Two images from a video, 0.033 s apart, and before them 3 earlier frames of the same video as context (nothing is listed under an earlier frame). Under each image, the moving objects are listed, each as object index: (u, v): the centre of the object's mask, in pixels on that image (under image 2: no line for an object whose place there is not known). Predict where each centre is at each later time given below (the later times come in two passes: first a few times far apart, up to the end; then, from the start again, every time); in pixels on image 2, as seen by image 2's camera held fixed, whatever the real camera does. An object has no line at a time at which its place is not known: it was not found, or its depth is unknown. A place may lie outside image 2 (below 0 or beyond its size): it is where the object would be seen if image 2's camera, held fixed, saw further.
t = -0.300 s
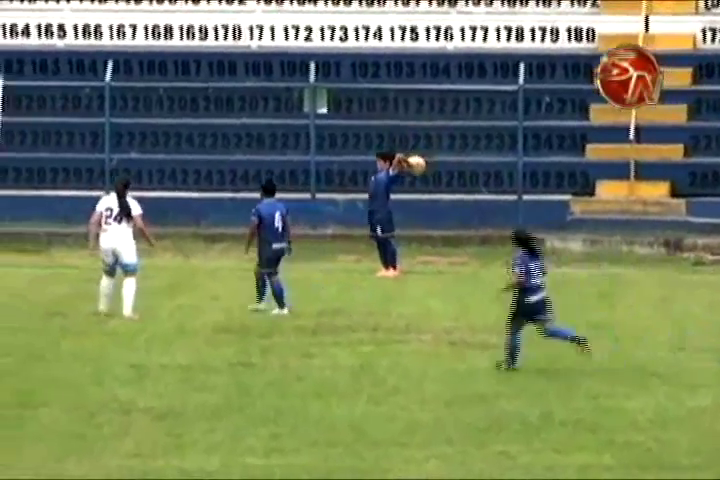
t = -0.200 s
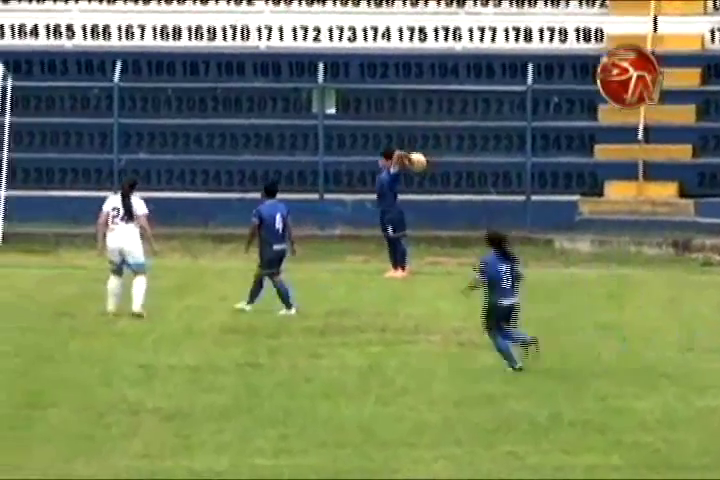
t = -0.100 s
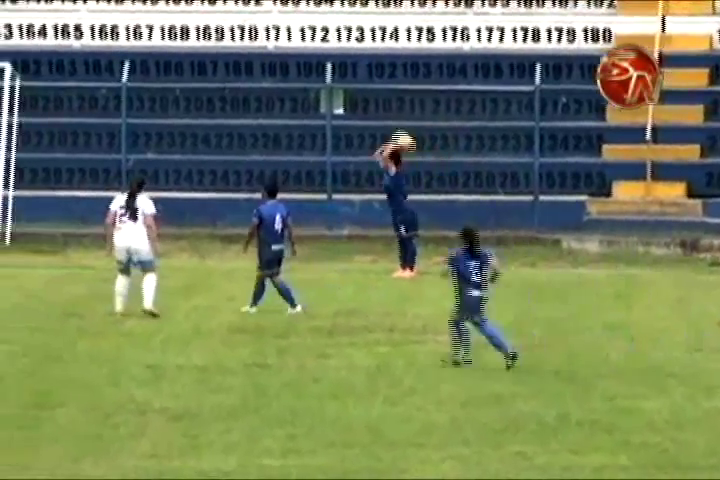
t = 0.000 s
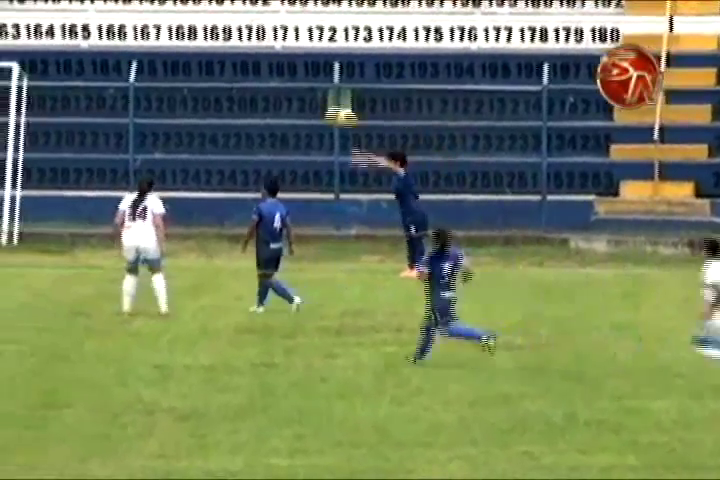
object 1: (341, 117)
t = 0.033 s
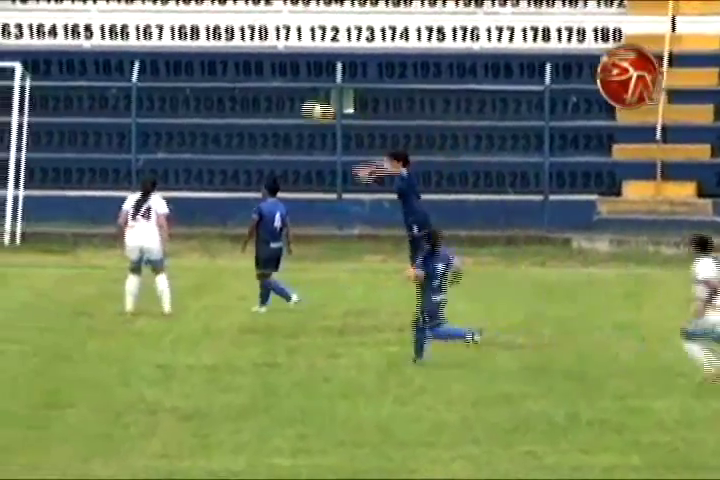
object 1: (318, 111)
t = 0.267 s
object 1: (135, 97)
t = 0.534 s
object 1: (-63, 135)
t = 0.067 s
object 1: (290, 105)
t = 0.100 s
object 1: (265, 102)
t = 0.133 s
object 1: (238, 100)
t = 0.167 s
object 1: (212, 97)
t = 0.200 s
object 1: (187, 97)
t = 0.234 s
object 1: (161, 97)
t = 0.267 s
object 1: (135, 97)
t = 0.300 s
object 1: (110, 98)
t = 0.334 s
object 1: (83, 101)
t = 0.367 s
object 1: (59, 105)
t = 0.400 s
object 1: (33, 109)
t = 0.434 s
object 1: (8, 114)
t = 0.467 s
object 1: (-16, 120)
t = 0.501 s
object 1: (-40, 126)
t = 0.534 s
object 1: (-63, 135)
